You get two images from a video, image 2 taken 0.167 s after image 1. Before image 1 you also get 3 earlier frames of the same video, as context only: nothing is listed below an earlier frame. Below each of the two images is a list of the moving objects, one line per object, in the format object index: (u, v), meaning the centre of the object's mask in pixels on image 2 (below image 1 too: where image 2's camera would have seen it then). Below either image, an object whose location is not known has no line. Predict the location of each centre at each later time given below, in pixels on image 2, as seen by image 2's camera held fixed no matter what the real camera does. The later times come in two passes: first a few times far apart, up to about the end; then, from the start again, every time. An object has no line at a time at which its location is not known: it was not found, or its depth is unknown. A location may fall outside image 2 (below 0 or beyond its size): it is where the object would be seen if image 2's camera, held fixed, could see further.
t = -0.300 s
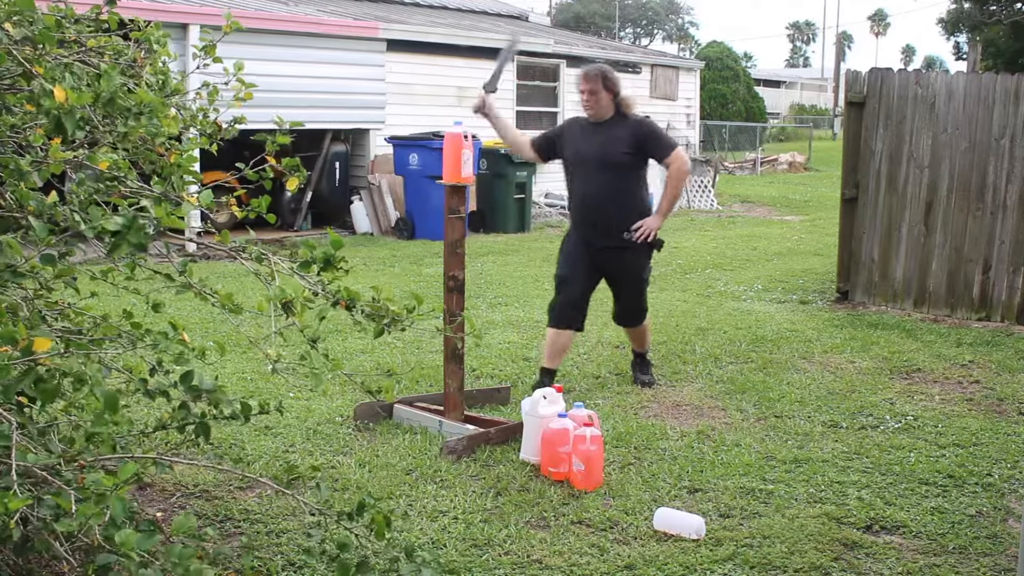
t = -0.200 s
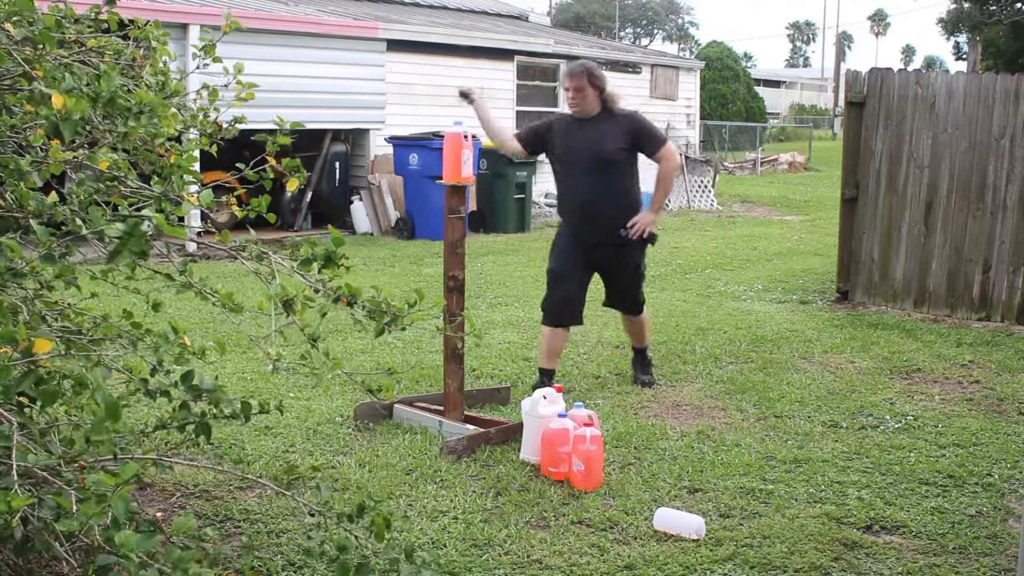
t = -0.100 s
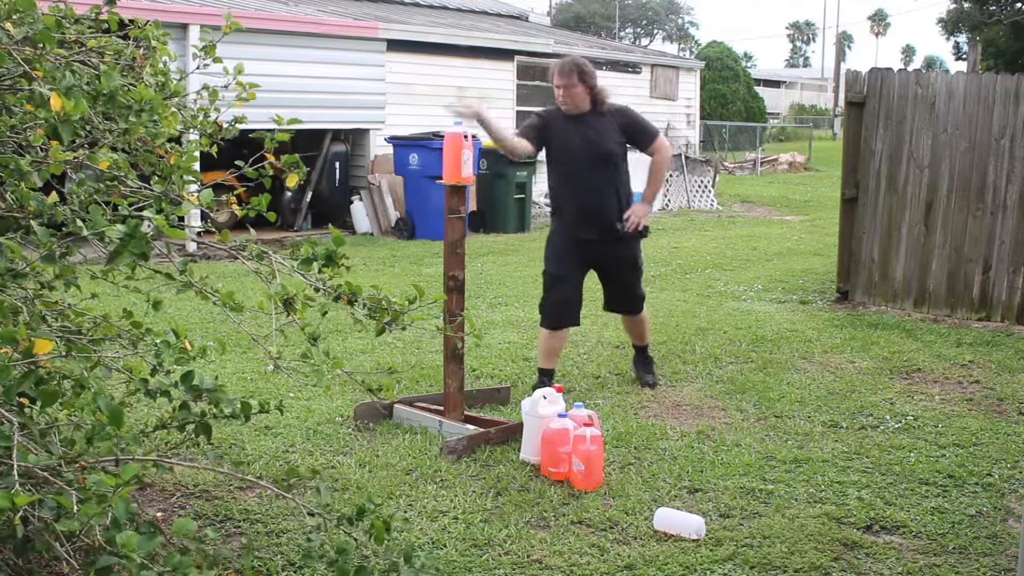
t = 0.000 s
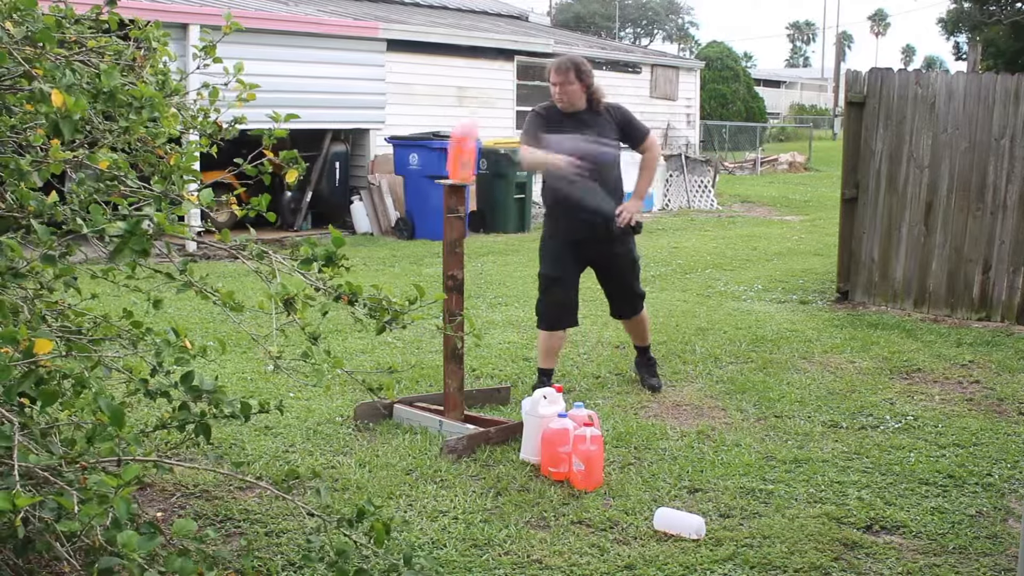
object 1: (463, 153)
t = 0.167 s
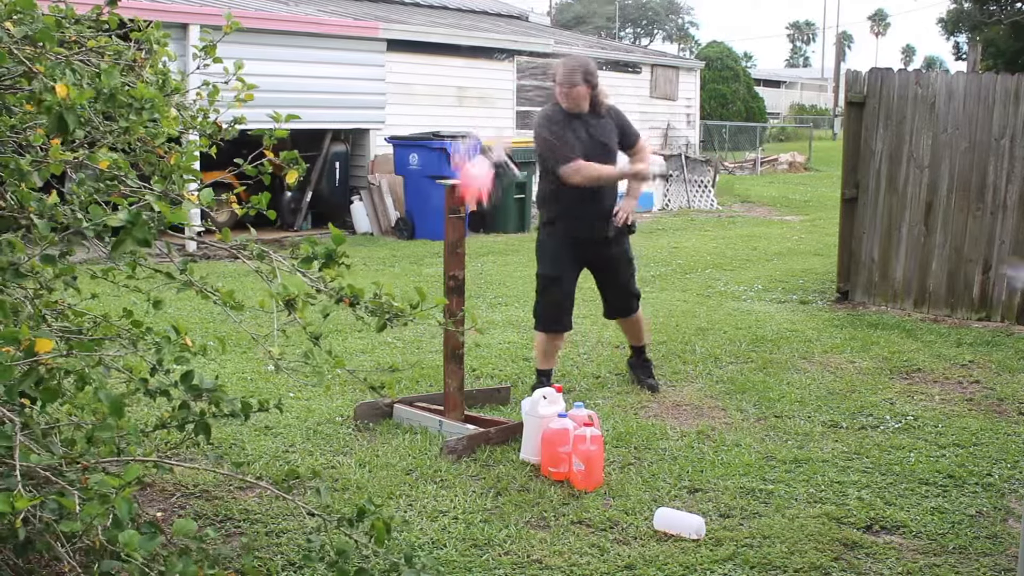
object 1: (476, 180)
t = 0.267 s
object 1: (484, 225)
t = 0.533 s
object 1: (511, 432)
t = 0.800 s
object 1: (509, 450)
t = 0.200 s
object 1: (477, 195)
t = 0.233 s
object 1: (480, 207)
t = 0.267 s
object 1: (484, 225)
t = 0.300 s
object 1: (486, 246)
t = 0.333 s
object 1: (491, 264)
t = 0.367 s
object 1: (491, 300)
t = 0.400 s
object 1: (493, 341)
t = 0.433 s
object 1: (505, 326)
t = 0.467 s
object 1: (506, 359)
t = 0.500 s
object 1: (508, 395)
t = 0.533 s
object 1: (511, 432)
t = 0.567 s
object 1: (510, 452)
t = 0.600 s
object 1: (509, 452)
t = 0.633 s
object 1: (508, 451)
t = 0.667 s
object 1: (507, 451)
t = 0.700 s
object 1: (508, 450)
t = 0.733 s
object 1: (508, 451)
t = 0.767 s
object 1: (508, 451)
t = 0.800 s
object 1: (509, 450)
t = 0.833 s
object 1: (509, 450)
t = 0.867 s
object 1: (509, 450)
